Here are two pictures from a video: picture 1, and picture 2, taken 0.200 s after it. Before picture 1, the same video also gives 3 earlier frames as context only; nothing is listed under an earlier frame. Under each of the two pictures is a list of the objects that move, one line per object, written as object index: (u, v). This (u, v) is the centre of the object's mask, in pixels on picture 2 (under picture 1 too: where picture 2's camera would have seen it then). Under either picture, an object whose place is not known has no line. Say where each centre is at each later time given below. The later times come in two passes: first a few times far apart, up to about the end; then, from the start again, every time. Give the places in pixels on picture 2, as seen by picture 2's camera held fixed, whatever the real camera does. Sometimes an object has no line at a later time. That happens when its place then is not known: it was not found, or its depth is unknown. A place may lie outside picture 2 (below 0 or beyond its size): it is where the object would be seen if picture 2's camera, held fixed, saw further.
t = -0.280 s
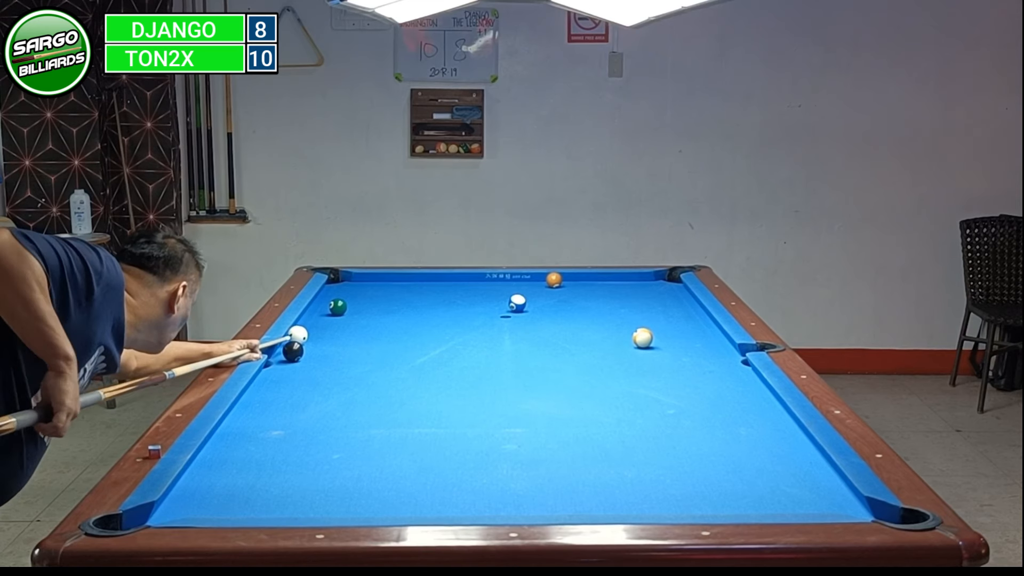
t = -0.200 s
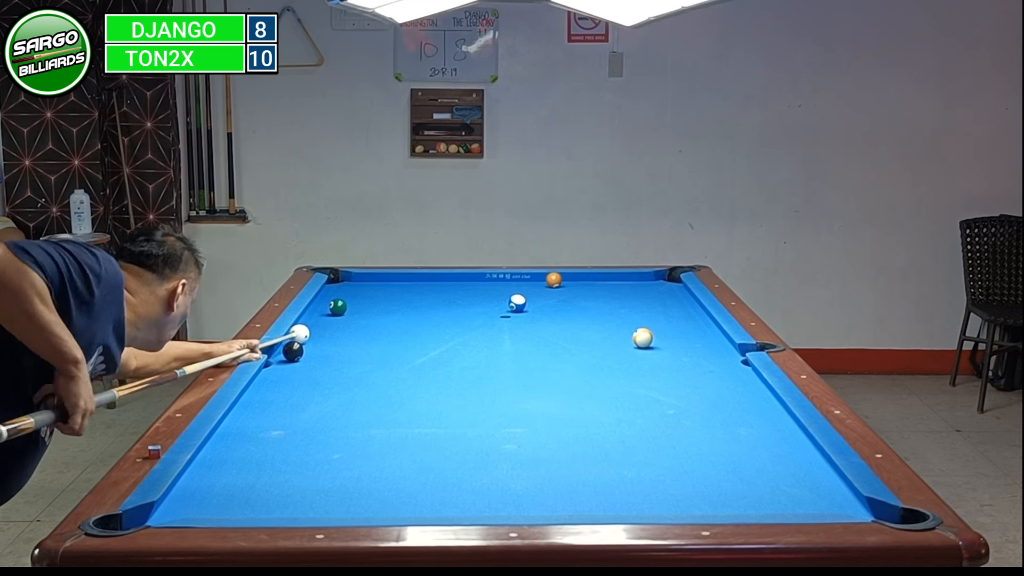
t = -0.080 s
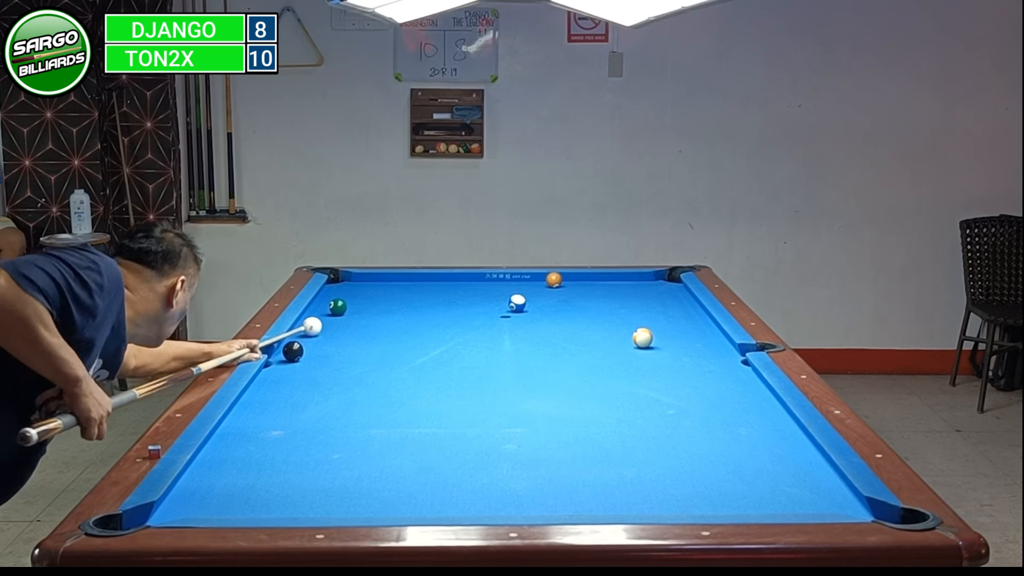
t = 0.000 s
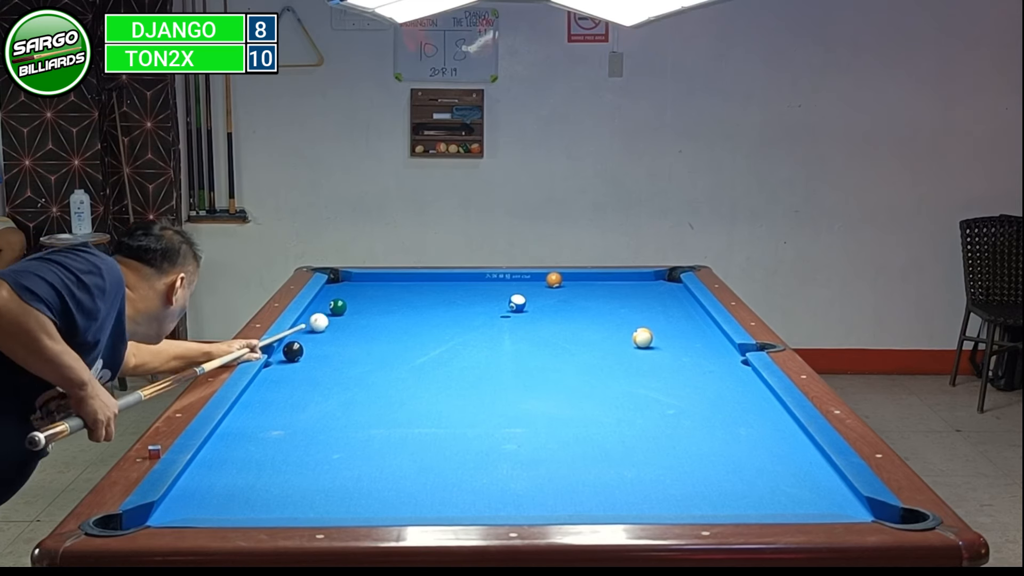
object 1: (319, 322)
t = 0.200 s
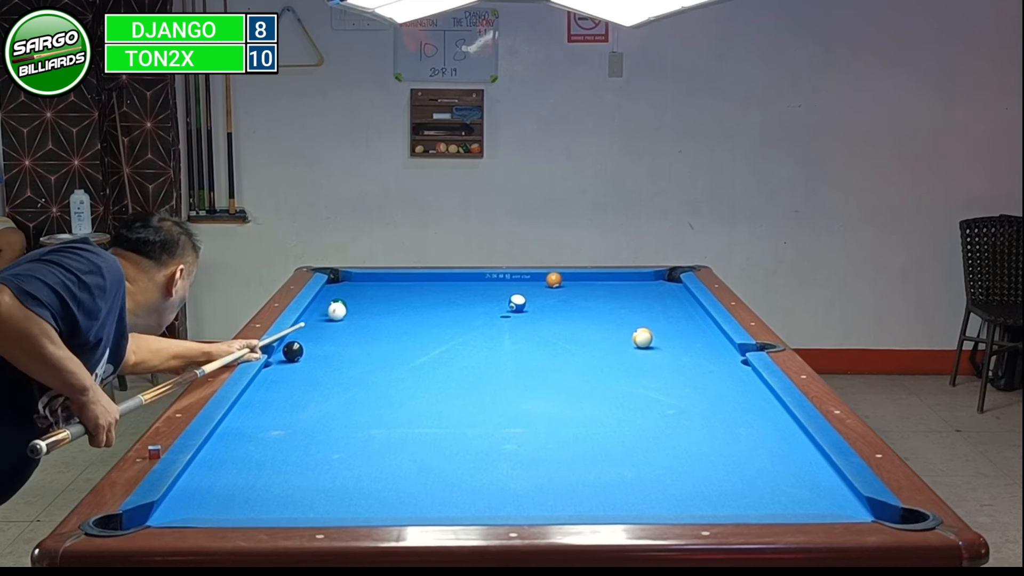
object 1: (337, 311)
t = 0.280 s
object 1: (344, 309)
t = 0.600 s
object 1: (373, 305)
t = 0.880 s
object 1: (395, 301)
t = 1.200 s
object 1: (418, 298)
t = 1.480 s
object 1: (436, 295)
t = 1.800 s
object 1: (454, 292)
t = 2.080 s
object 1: (469, 290)
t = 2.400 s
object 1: (483, 287)
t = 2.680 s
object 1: (494, 285)
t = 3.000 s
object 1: (505, 284)
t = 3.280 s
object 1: (513, 282)
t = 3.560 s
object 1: (520, 281)
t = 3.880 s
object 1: (527, 280)
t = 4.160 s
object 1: (531, 279)
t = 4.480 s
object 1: (534, 278)
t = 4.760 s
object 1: (535, 278)
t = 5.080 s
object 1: (536, 277)
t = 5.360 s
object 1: (536, 277)
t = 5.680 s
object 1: (536, 277)
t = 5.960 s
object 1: (536, 277)
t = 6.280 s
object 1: (536, 277)
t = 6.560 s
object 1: (536, 277)
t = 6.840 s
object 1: (536, 277)
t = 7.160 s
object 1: (536, 277)
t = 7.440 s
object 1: (536, 277)
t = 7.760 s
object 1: (536, 277)
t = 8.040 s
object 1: (536, 277)
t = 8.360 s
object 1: (536, 277)
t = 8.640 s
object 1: (536, 277)
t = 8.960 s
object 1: (536, 277)
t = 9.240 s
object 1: (536, 277)
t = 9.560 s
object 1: (536, 277)
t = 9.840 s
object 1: (536, 277)
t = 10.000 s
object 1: (536, 277)
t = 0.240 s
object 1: (341, 310)
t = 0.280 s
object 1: (344, 309)
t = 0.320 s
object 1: (347, 309)
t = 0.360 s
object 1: (352, 308)
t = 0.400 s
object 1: (355, 308)
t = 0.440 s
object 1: (358, 307)
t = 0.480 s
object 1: (363, 307)
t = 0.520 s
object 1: (366, 306)
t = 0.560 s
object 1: (370, 306)
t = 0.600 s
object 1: (373, 305)
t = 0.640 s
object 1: (375, 305)
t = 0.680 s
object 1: (379, 304)
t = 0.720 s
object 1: (382, 303)
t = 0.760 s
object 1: (386, 303)
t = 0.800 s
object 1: (389, 302)
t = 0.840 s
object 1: (391, 302)
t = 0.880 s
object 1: (395, 301)
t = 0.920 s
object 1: (398, 301)
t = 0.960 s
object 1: (400, 300)
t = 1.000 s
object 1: (404, 300)
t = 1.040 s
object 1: (406, 299)
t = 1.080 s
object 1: (410, 299)
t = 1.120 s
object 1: (412, 299)
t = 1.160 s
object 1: (415, 298)
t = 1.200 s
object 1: (418, 298)
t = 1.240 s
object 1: (421, 297)
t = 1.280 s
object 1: (423, 297)
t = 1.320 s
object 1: (426, 296)
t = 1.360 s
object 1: (428, 296)
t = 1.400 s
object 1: (431, 296)
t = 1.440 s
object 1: (434, 295)
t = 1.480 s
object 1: (436, 295)
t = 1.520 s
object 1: (439, 294)
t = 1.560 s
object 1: (441, 294)
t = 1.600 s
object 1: (443, 294)
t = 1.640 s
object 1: (446, 293)
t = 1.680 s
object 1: (448, 293)
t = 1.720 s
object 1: (450, 292)
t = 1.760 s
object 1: (452, 292)
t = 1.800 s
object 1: (454, 292)
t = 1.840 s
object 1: (457, 291)
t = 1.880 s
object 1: (459, 291)
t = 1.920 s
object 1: (460, 291)
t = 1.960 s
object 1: (463, 290)
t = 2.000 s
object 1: (465, 290)
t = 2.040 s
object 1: (466, 290)
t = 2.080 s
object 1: (469, 290)
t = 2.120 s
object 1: (470, 289)
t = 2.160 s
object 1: (473, 289)
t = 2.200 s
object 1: (474, 289)
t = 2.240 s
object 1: (476, 288)
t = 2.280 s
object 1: (478, 288)
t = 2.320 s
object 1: (480, 288)
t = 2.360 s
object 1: (482, 287)
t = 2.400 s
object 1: (483, 287)
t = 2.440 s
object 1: (485, 287)
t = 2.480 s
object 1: (487, 287)
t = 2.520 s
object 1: (488, 286)
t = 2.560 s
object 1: (489, 286)
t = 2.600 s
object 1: (491, 286)
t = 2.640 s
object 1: (493, 286)
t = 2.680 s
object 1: (494, 285)
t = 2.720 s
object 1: (496, 285)
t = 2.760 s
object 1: (497, 285)
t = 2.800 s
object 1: (499, 285)
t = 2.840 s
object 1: (500, 284)
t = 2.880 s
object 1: (501, 284)
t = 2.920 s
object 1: (503, 284)
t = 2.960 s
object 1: (504, 284)
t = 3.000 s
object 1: (505, 284)
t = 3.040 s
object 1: (507, 283)
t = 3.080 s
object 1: (508, 283)
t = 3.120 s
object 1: (509, 283)
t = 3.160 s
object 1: (510, 283)
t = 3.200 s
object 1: (511, 283)
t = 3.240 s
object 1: (512, 282)
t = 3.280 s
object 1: (513, 282)
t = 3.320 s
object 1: (514, 282)
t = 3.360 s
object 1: (515, 282)
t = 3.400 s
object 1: (516, 282)
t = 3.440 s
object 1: (518, 281)
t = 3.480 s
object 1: (518, 281)
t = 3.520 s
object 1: (519, 281)
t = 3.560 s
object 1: (520, 281)
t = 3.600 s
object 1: (521, 281)
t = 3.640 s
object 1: (522, 281)
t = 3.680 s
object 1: (523, 280)
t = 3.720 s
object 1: (524, 280)
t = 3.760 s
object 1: (525, 280)
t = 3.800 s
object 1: (525, 280)
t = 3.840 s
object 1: (526, 280)
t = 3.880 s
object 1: (527, 280)
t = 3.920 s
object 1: (527, 280)
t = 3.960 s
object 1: (528, 279)
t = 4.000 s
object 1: (529, 279)
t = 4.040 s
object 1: (529, 279)
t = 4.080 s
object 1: (530, 279)
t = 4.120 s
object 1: (530, 279)
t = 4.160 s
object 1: (531, 279)
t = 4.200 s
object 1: (531, 279)
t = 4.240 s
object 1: (532, 279)
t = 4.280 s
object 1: (532, 279)
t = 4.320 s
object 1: (533, 278)
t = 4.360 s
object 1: (533, 278)
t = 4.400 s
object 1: (533, 278)
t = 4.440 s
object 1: (534, 278)
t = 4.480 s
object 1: (534, 278)
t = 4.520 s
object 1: (534, 278)
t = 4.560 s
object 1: (534, 278)
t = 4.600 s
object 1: (534, 278)
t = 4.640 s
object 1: (535, 278)
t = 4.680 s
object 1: (535, 278)
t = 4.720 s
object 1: (535, 278)
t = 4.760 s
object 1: (535, 278)
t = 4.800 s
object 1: (535, 278)
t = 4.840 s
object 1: (535, 278)
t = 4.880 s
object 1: (535, 278)
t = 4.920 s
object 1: (535, 278)
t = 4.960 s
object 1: (535, 278)
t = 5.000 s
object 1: (536, 277)
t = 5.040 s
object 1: (536, 277)
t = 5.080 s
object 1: (536, 277)
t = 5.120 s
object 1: (536, 277)
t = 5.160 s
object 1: (536, 277)
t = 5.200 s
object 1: (536, 277)
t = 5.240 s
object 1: (536, 277)
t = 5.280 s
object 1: (536, 277)
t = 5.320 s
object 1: (536, 277)
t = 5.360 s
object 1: (536, 277)
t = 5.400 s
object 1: (536, 277)
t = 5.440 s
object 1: (536, 277)
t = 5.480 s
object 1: (536, 277)
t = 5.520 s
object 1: (536, 277)
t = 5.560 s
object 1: (536, 277)
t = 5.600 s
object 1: (536, 277)
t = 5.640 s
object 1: (536, 277)
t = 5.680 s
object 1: (536, 277)
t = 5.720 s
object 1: (536, 277)
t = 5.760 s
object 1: (536, 277)
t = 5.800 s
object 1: (536, 277)
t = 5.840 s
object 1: (536, 277)
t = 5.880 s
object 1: (536, 277)
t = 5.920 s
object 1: (536, 277)
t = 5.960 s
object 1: (536, 277)
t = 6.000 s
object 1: (536, 277)
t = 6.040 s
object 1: (536, 277)
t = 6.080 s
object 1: (536, 277)
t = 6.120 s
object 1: (536, 277)
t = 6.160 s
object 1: (536, 277)
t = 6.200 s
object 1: (536, 277)
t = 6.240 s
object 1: (536, 277)
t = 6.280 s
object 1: (536, 277)
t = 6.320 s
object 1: (536, 277)
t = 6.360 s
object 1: (536, 277)
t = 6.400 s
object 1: (536, 277)
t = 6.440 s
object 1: (536, 277)
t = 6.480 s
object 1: (536, 277)
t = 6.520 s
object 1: (536, 277)
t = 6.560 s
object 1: (536, 277)
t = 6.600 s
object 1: (536, 277)
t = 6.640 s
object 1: (536, 277)
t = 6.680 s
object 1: (536, 277)
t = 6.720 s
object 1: (536, 278)
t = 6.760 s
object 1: (536, 277)
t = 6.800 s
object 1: (536, 277)
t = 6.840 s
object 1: (536, 277)
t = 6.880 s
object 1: (536, 277)
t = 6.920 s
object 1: (536, 277)
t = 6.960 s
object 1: (536, 277)
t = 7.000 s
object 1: (536, 277)
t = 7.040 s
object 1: (536, 278)
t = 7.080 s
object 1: (536, 277)
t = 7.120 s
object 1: (536, 277)
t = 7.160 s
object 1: (536, 277)
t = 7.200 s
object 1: (536, 277)
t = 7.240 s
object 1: (536, 277)
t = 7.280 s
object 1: (536, 277)
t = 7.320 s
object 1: (536, 277)
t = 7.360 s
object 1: (536, 277)
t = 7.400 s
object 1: (536, 277)
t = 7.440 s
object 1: (536, 277)
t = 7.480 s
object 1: (536, 277)
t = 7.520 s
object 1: (536, 277)
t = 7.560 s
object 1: (536, 277)
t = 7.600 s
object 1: (536, 277)
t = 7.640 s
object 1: (536, 277)
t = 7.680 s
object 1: (536, 277)
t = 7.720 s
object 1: (536, 277)
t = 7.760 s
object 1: (536, 277)
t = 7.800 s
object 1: (536, 277)
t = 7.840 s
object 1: (536, 277)
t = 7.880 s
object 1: (536, 277)
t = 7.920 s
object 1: (536, 278)
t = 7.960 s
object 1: (536, 277)
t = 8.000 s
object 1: (536, 277)
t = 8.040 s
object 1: (536, 277)
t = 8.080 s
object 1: (536, 277)
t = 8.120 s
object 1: (536, 277)
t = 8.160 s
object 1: (536, 277)
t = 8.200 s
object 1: (536, 277)
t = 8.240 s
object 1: (536, 278)
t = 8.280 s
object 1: (536, 277)
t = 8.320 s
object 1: (536, 277)
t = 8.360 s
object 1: (536, 277)
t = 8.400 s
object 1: (536, 277)
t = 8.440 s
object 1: (536, 277)
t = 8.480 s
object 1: (536, 277)
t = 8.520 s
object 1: (536, 277)
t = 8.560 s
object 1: (536, 277)
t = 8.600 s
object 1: (536, 277)
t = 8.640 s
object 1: (536, 277)
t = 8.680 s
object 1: (536, 277)
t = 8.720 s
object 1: (536, 277)
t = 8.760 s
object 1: (536, 277)
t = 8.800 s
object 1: (536, 277)
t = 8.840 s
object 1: (536, 277)
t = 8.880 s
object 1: (536, 277)
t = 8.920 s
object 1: (536, 277)
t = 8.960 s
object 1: (536, 277)
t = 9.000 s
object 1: (536, 277)
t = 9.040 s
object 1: (536, 277)
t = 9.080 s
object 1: (536, 277)
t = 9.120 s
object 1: (536, 277)
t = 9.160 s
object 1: (536, 277)
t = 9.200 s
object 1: (536, 277)
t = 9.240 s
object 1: (536, 277)
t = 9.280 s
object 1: (536, 277)
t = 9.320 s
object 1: (536, 277)
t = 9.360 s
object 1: (536, 277)
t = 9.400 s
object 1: (536, 278)
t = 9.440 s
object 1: (536, 277)
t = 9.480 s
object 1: (536, 277)
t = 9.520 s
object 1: (536, 278)
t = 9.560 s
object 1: (536, 277)
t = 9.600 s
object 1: (536, 277)
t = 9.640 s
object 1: (536, 277)
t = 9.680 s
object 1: (536, 277)
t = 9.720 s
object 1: (536, 277)
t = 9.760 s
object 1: (536, 277)
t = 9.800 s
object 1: (536, 277)
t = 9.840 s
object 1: (536, 277)
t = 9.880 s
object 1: (536, 277)
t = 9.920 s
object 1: (536, 277)
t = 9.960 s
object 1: (536, 277)
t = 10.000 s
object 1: (536, 277)
